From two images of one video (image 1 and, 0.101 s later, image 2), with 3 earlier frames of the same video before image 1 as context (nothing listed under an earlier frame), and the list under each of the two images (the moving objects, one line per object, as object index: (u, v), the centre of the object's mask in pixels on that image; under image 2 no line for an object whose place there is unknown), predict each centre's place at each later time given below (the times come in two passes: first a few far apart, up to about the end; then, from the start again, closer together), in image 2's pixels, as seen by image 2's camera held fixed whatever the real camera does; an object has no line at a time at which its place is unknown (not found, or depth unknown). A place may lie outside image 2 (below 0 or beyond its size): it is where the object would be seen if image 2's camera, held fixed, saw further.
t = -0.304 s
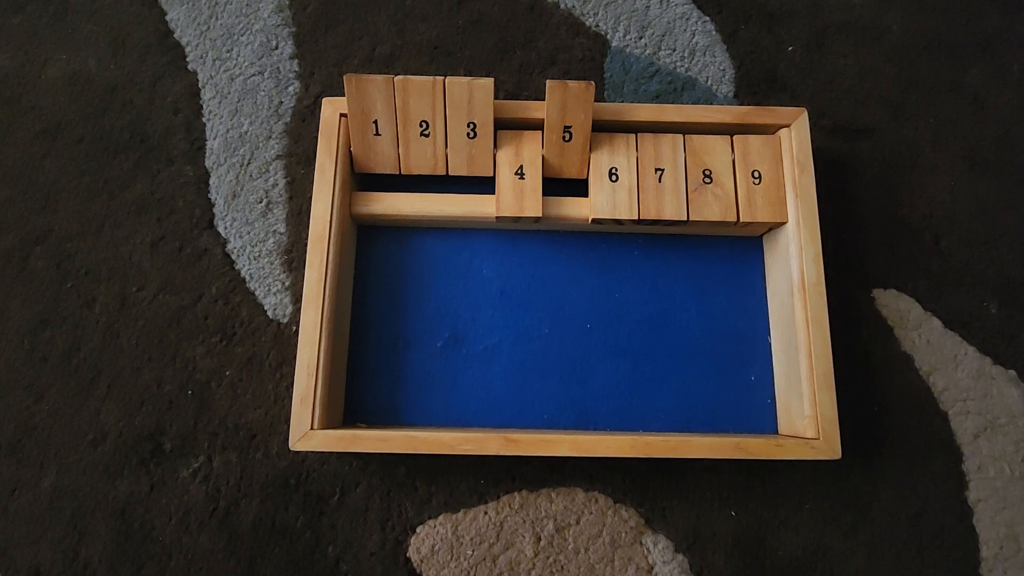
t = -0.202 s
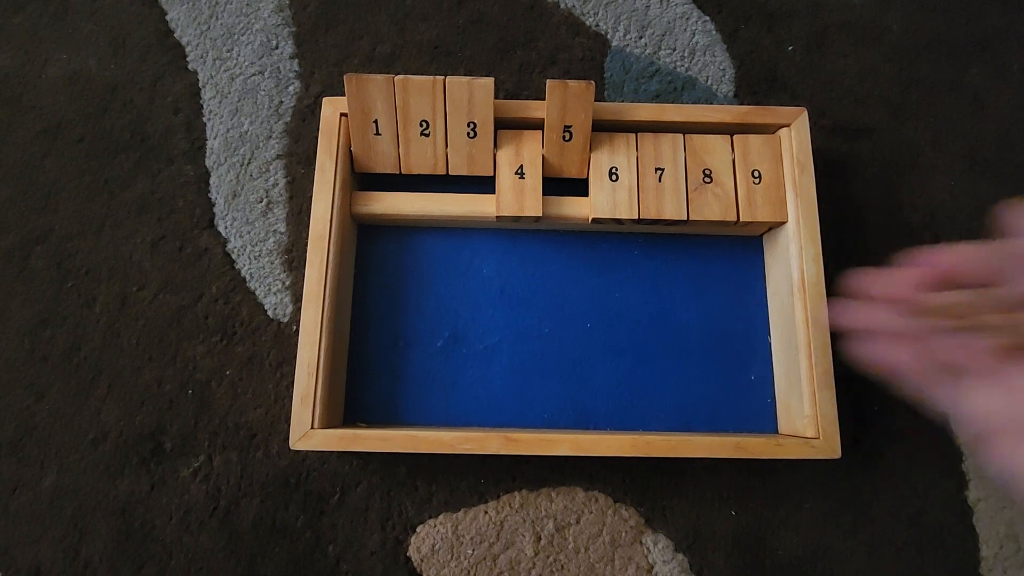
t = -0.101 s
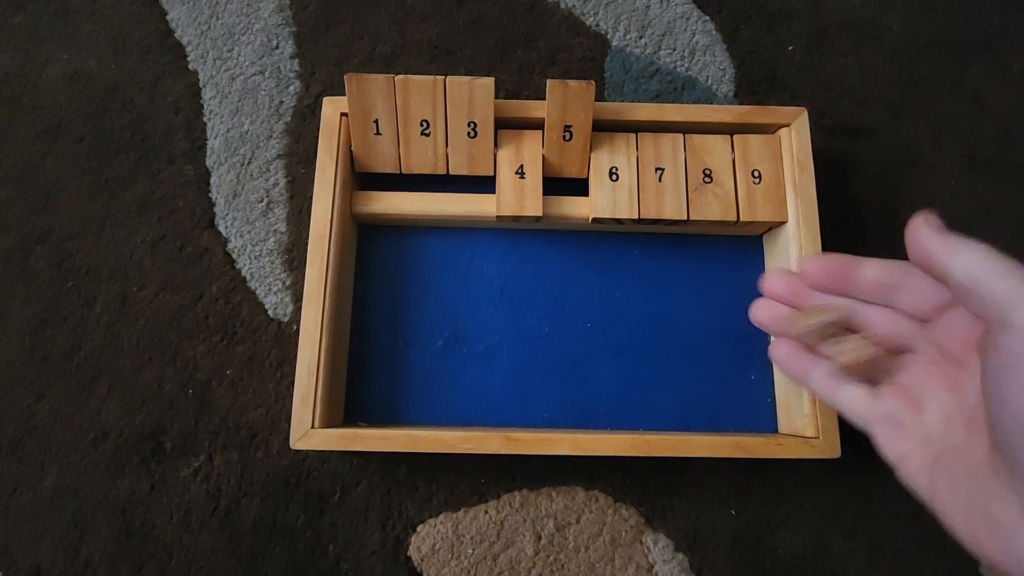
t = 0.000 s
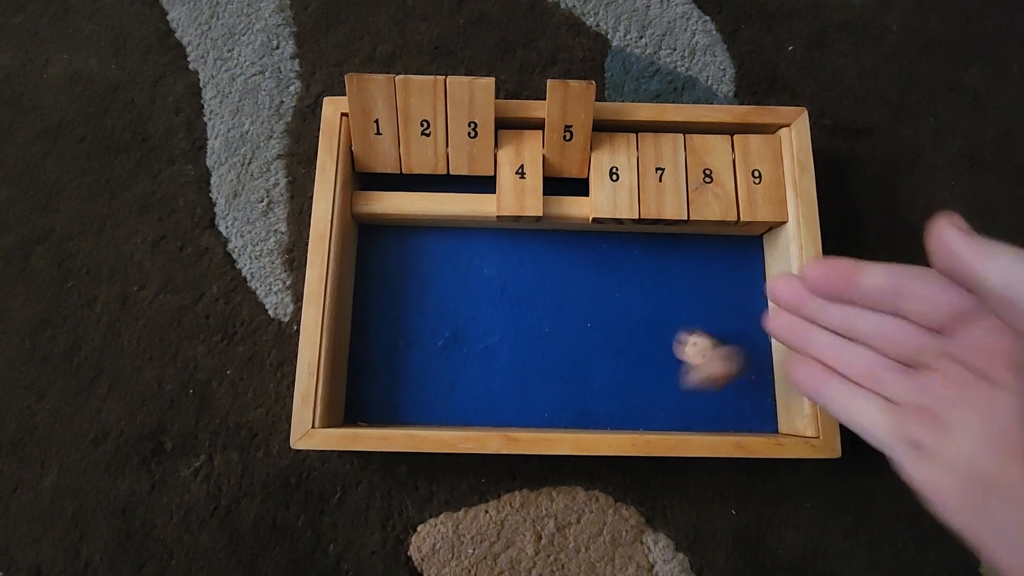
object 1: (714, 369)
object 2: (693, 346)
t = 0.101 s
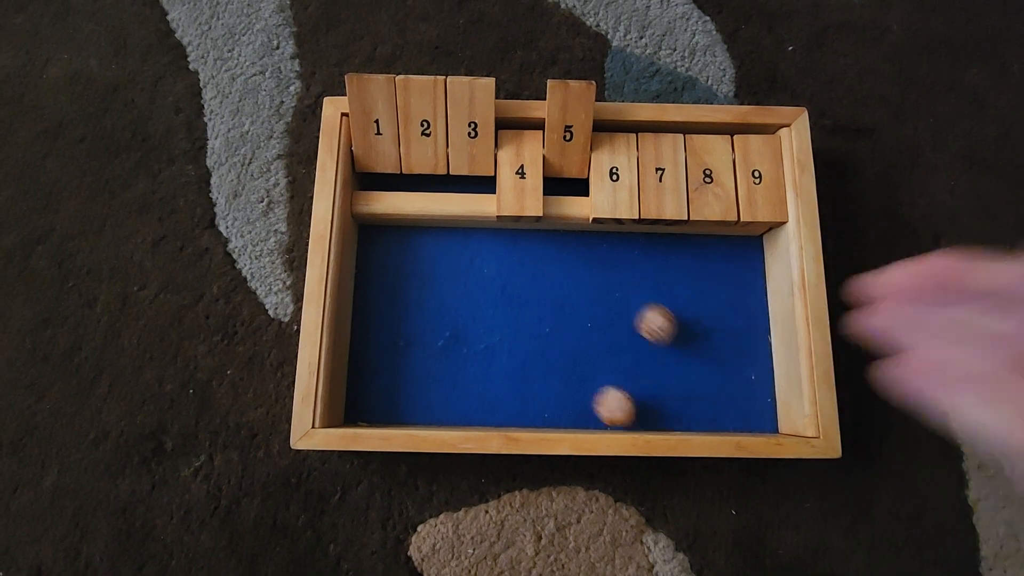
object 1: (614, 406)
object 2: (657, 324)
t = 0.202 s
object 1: (576, 382)
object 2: (615, 298)
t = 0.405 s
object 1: (537, 319)
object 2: (601, 262)
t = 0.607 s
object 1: (496, 281)
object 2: (578, 247)
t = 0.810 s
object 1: (504, 281)
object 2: (578, 246)
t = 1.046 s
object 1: (504, 281)
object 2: (578, 247)
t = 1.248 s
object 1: (504, 281)
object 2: (578, 247)
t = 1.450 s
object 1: (504, 281)
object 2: (578, 247)
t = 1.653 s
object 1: (504, 281)
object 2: (578, 247)
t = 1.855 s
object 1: (504, 281)
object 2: (578, 247)
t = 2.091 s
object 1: (504, 281)
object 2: (578, 247)
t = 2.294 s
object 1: (504, 281)
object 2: (578, 247)
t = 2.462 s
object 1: (504, 281)
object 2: (578, 247)
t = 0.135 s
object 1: (603, 400)
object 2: (642, 314)
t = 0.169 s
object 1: (588, 390)
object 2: (628, 306)
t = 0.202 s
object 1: (576, 382)
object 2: (615, 298)
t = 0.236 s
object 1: (563, 372)
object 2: (608, 291)
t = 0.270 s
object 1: (557, 365)
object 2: (602, 283)
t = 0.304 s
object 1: (548, 353)
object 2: (600, 273)
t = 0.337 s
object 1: (545, 342)
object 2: (601, 268)
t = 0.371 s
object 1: (542, 331)
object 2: (601, 265)
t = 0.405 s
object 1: (537, 319)
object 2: (601, 262)
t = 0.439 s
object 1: (536, 308)
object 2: (600, 259)
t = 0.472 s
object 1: (531, 297)
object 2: (599, 257)
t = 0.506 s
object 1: (524, 290)
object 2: (595, 253)
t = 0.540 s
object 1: (517, 286)
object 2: (589, 250)
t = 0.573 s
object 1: (506, 282)
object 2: (580, 247)
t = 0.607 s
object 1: (496, 281)
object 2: (578, 247)
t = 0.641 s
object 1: (499, 280)
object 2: (578, 247)
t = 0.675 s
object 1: (504, 280)
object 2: (578, 247)
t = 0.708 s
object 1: (506, 283)
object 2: (578, 247)
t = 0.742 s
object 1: (503, 281)
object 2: (578, 247)
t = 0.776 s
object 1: (503, 280)
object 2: (578, 247)
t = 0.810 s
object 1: (504, 281)
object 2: (578, 246)
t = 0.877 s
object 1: (504, 281)
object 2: (578, 247)
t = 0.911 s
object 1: (504, 281)
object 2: (578, 247)
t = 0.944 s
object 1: (504, 281)
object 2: (578, 247)
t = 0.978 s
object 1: (504, 281)
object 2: (578, 247)
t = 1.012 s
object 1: (504, 281)
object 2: (578, 247)
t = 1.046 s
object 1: (504, 281)
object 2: (578, 247)
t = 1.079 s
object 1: (504, 281)
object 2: (578, 247)
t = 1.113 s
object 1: (504, 281)
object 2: (578, 247)
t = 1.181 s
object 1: (504, 281)
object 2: (578, 247)
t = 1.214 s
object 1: (504, 281)
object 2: (578, 247)
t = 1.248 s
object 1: (504, 281)
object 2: (578, 247)
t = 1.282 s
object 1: (504, 281)
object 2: (578, 247)
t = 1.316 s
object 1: (504, 281)
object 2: (578, 247)
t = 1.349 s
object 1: (504, 281)
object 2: (578, 246)
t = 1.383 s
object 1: (504, 281)
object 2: (578, 246)
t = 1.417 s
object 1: (504, 281)
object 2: (578, 247)
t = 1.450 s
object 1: (504, 281)
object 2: (578, 247)
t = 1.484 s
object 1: (504, 281)
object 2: (578, 246)
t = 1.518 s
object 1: (504, 281)
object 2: (578, 247)
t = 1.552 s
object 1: (504, 281)
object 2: (578, 247)
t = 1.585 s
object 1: (504, 281)
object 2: (578, 247)
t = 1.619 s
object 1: (504, 281)
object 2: (578, 247)
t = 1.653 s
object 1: (504, 281)
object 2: (578, 247)
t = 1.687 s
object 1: (504, 281)
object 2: (578, 247)
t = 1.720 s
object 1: (503, 281)
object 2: (578, 247)
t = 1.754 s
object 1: (503, 281)
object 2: (578, 247)
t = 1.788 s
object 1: (503, 281)
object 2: (578, 247)
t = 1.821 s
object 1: (504, 281)
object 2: (578, 247)
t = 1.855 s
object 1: (504, 281)
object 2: (578, 247)
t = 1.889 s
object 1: (504, 281)
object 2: (578, 247)
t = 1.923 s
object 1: (504, 281)
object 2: (578, 247)
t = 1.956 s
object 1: (504, 281)
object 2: (578, 247)
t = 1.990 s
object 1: (504, 281)
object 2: (578, 247)
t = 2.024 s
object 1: (504, 281)
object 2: (578, 247)
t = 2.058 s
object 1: (504, 281)
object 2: (578, 247)
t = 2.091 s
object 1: (504, 281)
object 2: (578, 247)
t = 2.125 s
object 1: (504, 281)
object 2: (578, 247)
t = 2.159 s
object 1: (504, 281)
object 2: (578, 247)
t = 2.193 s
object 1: (504, 281)
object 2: (578, 247)
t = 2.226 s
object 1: (504, 281)
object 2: (578, 247)
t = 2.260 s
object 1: (504, 281)
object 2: (578, 247)
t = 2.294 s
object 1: (504, 281)
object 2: (578, 247)
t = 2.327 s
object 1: (504, 281)
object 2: (578, 247)
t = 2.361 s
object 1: (504, 281)
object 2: (578, 247)
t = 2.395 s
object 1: (504, 281)
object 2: (578, 247)
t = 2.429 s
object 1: (504, 281)
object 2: (578, 247)
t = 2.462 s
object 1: (504, 281)
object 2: (578, 247)
